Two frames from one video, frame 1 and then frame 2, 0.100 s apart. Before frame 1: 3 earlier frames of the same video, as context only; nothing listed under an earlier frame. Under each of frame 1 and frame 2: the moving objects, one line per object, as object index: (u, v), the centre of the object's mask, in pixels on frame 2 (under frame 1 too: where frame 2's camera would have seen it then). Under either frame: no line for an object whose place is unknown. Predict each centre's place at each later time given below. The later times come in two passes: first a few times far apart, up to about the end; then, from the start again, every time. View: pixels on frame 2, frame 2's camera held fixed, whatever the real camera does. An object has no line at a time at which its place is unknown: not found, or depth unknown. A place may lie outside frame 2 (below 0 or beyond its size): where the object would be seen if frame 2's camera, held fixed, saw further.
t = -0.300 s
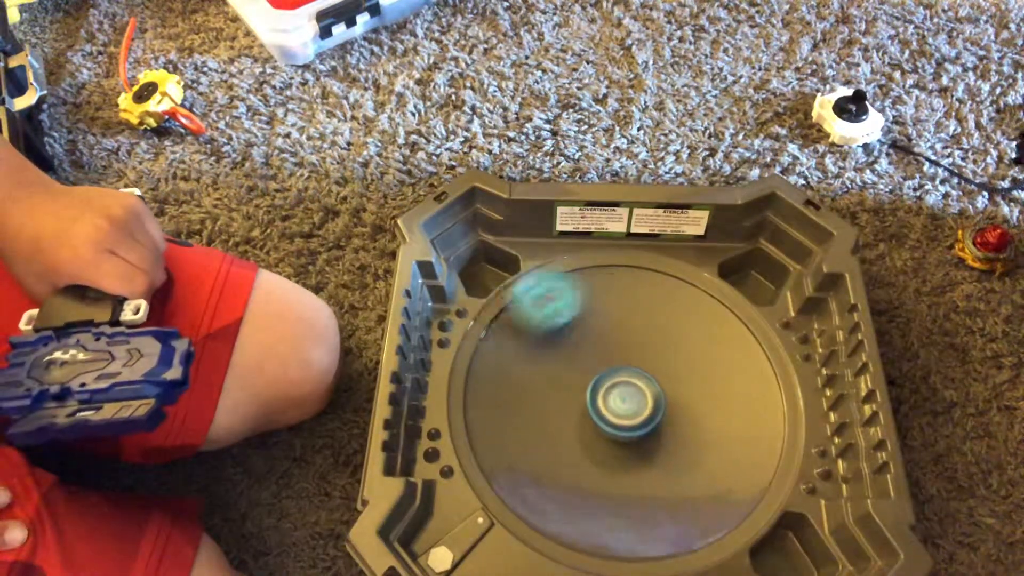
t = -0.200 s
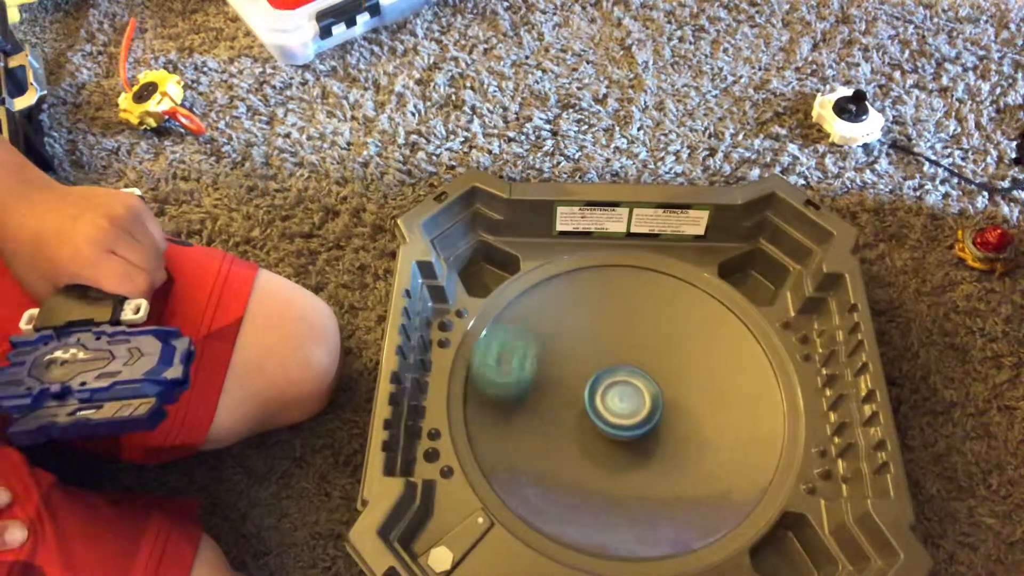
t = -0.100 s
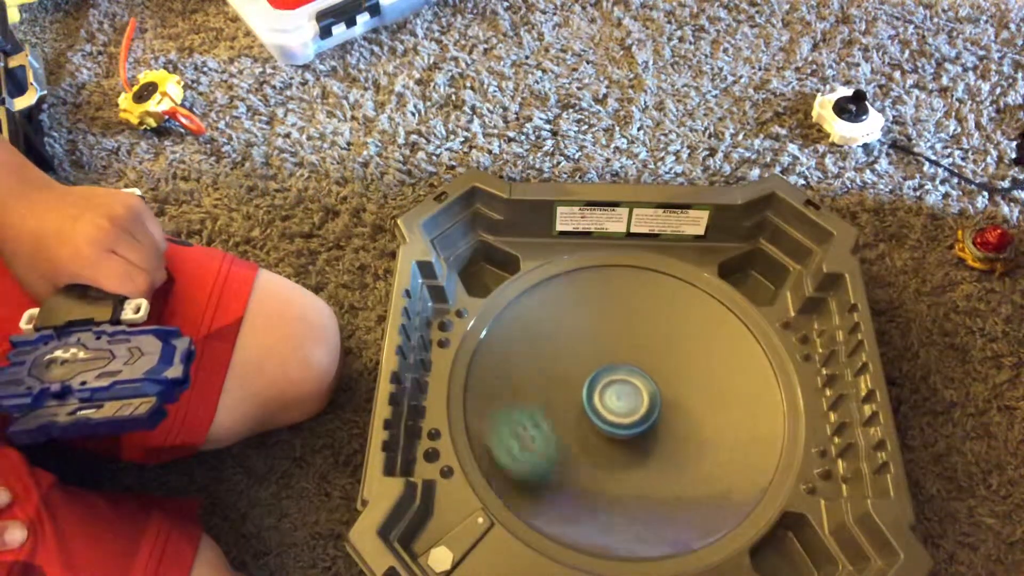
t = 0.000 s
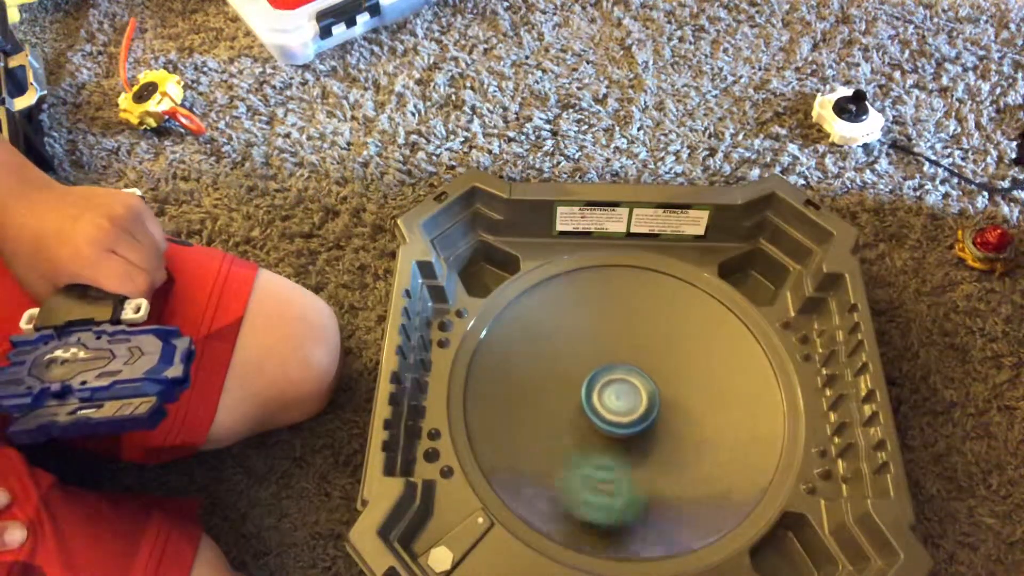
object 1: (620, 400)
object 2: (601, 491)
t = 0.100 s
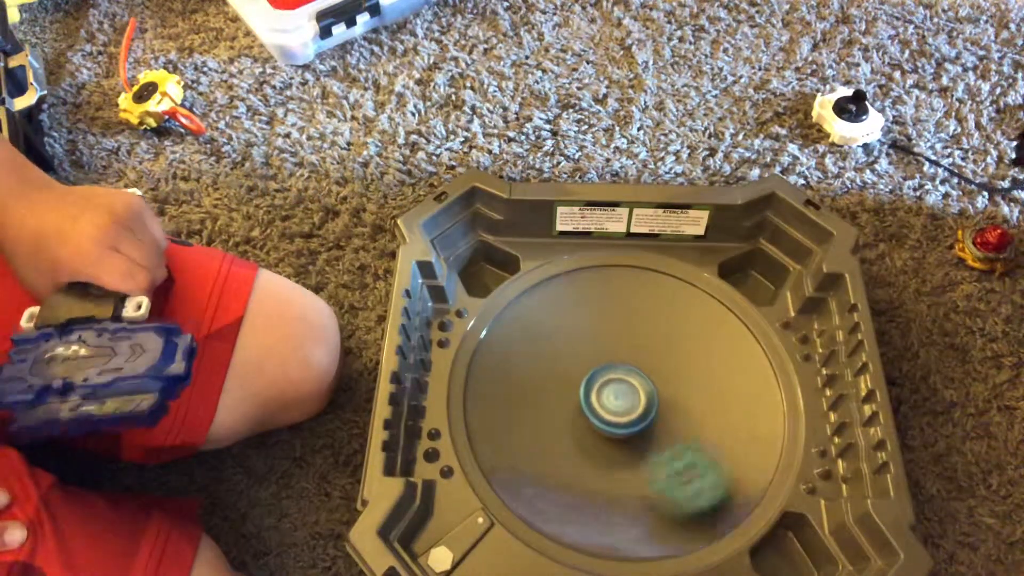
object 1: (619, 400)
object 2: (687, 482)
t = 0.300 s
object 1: (619, 399)
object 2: (727, 355)
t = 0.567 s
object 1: (620, 395)
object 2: (560, 325)
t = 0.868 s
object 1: (622, 394)
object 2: (637, 481)
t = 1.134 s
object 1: (628, 393)
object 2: (719, 381)
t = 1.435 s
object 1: (625, 404)
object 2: (602, 332)
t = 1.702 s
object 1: (656, 425)
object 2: (538, 403)
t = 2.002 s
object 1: (665, 411)
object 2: (610, 464)
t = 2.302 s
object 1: (681, 354)
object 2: (624, 435)
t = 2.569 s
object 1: (633, 368)
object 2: (568, 419)
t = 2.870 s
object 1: (660, 368)
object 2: (570, 491)
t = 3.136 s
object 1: (681, 341)
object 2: (596, 497)
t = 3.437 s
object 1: (760, 265)
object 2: (583, 492)
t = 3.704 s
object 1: (758, 269)
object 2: (569, 428)
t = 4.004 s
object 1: (759, 272)
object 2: (572, 362)
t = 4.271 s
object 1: (757, 273)
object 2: (610, 331)
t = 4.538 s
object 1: (757, 273)
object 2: (653, 345)
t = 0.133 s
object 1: (619, 400)
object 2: (709, 467)
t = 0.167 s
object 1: (619, 400)
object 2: (725, 445)
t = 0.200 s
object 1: (619, 400)
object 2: (735, 424)
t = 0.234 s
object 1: (618, 400)
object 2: (737, 399)
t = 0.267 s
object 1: (619, 400)
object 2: (736, 377)
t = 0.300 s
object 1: (619, 399)
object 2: (727, 355)
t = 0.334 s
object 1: (619, 398)
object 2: (711, 334)
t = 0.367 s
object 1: (619, 398)
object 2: (693, 317)
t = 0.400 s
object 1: (620, 398)
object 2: (674, 307)
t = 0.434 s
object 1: (620, 398)
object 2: (649, 299)
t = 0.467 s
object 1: (620, 397)
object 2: (626, 298)
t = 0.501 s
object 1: (620, 396)
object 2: (602, 302)
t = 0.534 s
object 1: (620, 396)
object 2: (580, 310)
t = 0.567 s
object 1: (620, 395)
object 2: (560, 325)
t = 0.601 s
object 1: (620, 394)
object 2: (547, 340)
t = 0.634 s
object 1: (620, 393)
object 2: (538, 361)
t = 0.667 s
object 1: (620, 393)
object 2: (537, 382)
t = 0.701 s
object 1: (620, 393)
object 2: (540, 409)
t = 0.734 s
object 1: (621, 393)
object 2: (553, 431)
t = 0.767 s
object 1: (621, 393)
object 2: (569, 452)
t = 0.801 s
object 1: (621, 393)
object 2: (588, 466)
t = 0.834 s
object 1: (622, 393)
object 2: (612, 476)
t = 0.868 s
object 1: (622, 394)
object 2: (637, 481)
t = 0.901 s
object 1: (623, 394)
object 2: (663, 481)
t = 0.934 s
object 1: (624, 395)
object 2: (687, 474)
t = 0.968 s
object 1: (625, 394)
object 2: (707, 462)
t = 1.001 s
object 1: (625, 394)
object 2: (719, 444)
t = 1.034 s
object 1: (626, 394)
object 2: (727, 428)
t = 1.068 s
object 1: (627, 394)
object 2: (728, 411)
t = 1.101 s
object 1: (628, 393)
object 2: (726, 396)
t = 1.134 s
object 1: (628, 393)
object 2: (719, 381)
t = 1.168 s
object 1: (627, 393)
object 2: (708, 366)
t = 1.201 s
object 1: (628, 393)
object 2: (695, 352)
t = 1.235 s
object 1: (628, 393)
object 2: (682, 343)
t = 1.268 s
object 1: (628, 394)
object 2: (666, 336)
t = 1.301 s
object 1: (627, 396)
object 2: (652, 331)
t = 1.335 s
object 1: (626, 398)
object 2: (641, 327)
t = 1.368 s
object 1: (625, 401)
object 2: (626, 326)
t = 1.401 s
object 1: (625, 403)
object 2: (615, 328)
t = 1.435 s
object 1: (625, 404)
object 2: (602, 332)
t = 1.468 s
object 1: (625, 405)
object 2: (590, 338)
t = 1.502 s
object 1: (626, 406)
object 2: (581, 346)
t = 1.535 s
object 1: (627, 407)
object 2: (573, 355)
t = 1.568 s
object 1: (629, 409)
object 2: (565, 367)
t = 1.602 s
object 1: (631, 411)
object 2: (559, 377)
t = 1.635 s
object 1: (639, 416)
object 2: (549, 385)
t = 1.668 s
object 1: (650, 421)
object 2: (542, 393)
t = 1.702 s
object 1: (656, 425)
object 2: (538, 403)
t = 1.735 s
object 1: (661, 426)
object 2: (537, 413)
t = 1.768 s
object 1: (664, 427)
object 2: (538, 423)
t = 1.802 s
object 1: (666, 427)
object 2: (542, 435)
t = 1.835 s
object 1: (667, 425)
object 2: (550, 446)
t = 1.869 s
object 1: (666, 424)
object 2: (559, 454)
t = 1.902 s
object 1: (666, 422)
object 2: (572, 459)
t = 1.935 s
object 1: (664, 420)
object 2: (587, 463)
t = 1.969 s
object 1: (663, 417)
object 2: (602, 462)
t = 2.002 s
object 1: (665, 411)
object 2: (610, 464)
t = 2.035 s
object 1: (668, 405)
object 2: (618, 464)
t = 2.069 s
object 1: (670, 400)
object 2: (628, 461)
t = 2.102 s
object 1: (673, 395)
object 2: (631, 459)
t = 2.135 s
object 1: (680, 384)
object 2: (631, 458)
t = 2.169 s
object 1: (684, 373)
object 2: (631, 456)
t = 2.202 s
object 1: (686, 366)
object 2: (632, 453)
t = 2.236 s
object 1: (686, 361)
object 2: (630, 446)
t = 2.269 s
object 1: (684, 357)
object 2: (628, 441)
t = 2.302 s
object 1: (681, 354)
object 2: (624, 435)
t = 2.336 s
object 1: (675, 353)
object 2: (618, 429)
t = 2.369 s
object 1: (670, 354)
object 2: (610, 424)
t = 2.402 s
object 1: (664, 355)
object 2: (603, 420)
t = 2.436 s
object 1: (657, 356)
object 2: (593, 417)
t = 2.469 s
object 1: (650, 359)
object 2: (585, 416)
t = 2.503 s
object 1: (643, 361)
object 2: (578, 417)
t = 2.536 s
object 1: (638, 365)
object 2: (572, 417)
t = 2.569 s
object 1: (633, 368)
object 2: (568, 419)
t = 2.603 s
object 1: (628, 372)
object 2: (565, 423)
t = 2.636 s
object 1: (624, 377)
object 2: (564, 428)
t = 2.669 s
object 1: (621, 381)
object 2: (567, 432)
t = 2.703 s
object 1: (624, 381)
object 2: (561, 443)
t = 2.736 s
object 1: (634, 376)
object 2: (554, 457)
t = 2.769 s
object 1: (643, 371)
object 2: (551, 467)
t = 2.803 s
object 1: (651, 369)
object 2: (553, 477)
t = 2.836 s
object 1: (656, 367)
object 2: (559, 485)
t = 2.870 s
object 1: (660, 368)
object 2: (570, 491)
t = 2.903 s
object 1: (663, 369)
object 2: (580, 495)
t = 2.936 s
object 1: (663, 370)
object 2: (592, 495)
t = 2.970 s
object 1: (664, 372)
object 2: (606, 491)
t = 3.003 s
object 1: (663, 375)
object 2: (615, 485)
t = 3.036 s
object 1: (661, 378)
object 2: (629, 473)
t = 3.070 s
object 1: (658, 381)
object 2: (635, 462)
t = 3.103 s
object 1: (661, 378)
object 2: (632, 459)
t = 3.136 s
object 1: (681, 341)
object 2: (596, 497)
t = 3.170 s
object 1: (700, 307)
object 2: (577, 515)
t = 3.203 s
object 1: (716, 276)
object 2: (562, 522)
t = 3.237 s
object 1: (724, 254)
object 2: (559, 520)
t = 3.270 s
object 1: (729, 246)
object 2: (560, 516)
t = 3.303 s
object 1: (733, 259)
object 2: (563, 511)
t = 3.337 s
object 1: (747, 262)
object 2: (570, 507)
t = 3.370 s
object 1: (761, 264)
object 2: (576, 502)
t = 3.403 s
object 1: (760, 265)
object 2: (581, 495)
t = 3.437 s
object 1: (760, 265)
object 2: (583, 492)
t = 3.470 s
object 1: (761, 266)
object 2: (584, 484)
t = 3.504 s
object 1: (761, 266)
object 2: (583, 476)
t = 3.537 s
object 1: (760, 266)
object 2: (582, 468)
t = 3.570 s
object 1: (760, 267)
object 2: (580, 460)
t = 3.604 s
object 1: (760, 267)
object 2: (579, 451)
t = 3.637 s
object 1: (759, 267)
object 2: (576, 443)
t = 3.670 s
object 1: (759, 268)
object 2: (572, 435)
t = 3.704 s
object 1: (758, 269)
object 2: (569, 428)
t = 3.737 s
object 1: (759, 269)
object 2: (566, 419)
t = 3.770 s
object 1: (759, 270)
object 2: (562, 410)
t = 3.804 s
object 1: (760, 271)
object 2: (560, 401)
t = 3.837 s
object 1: (759, 270)
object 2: (560, 394)
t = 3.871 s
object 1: (759, 270)
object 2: (561, 388)
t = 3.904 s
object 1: (760, 272)
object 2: (562, 381)
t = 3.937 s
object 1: (760, 271)
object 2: (566, 374)
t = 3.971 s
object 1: (760, 272)
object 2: (569, 368)
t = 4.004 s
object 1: (759, 272)
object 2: (572, 362)
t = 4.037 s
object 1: (759, 272)
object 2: (576, 356)
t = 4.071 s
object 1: (759, 273)
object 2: (581, 352)
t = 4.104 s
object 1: (758, 272)
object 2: (584, 347)
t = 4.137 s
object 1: (758, 272)
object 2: (587, 343)
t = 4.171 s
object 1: (758, 272)
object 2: (592, 338)
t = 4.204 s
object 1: (758, 272)
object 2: (597, 335)
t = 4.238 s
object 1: (758, 272)
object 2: (603, 333)
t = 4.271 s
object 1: (757, 273)
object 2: (610, 331)
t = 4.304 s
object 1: (757, 273)
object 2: (615, 329)
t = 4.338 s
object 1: (757, 273)
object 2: (620, 330)
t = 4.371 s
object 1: (757, 273)
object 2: (625, 331)
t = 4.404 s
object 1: (757, 273)
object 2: (631, 333)
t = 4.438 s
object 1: (757, 273)
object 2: (636, 335)
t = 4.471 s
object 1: (757, 273)
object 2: (641, 338)
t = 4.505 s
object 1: (757, 273)
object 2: (648, 341)
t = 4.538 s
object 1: (757, 273)
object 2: (653, 345)
